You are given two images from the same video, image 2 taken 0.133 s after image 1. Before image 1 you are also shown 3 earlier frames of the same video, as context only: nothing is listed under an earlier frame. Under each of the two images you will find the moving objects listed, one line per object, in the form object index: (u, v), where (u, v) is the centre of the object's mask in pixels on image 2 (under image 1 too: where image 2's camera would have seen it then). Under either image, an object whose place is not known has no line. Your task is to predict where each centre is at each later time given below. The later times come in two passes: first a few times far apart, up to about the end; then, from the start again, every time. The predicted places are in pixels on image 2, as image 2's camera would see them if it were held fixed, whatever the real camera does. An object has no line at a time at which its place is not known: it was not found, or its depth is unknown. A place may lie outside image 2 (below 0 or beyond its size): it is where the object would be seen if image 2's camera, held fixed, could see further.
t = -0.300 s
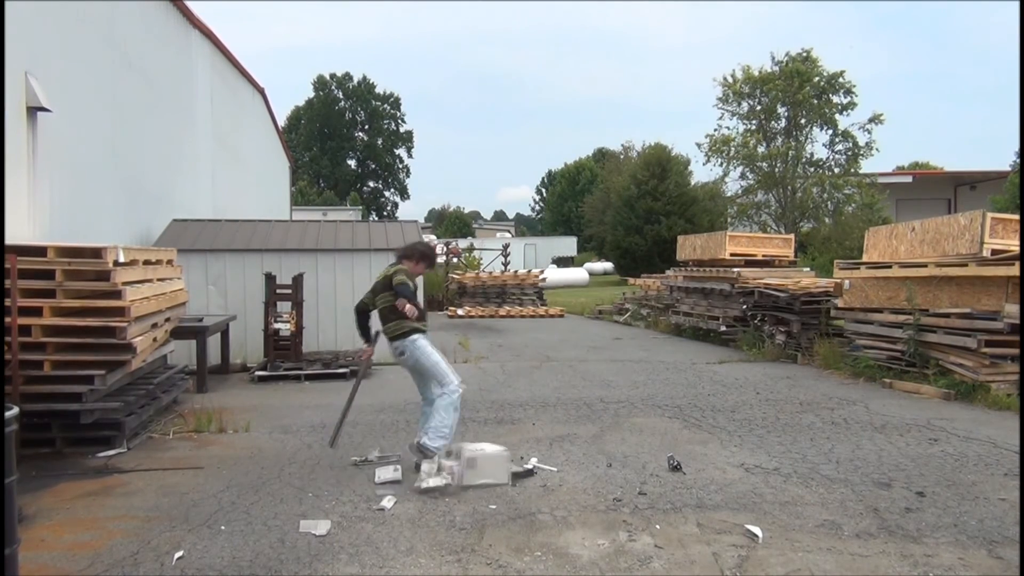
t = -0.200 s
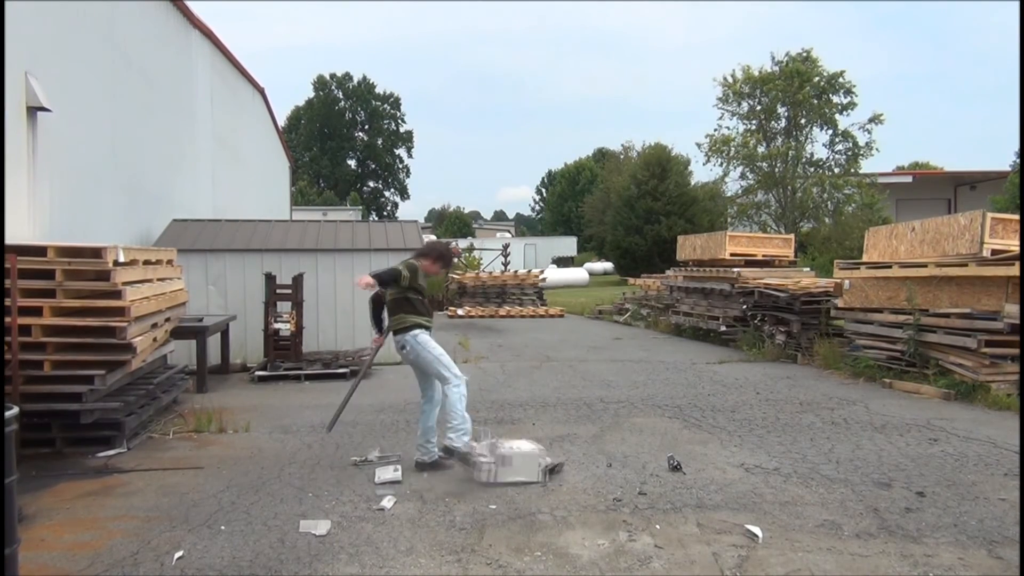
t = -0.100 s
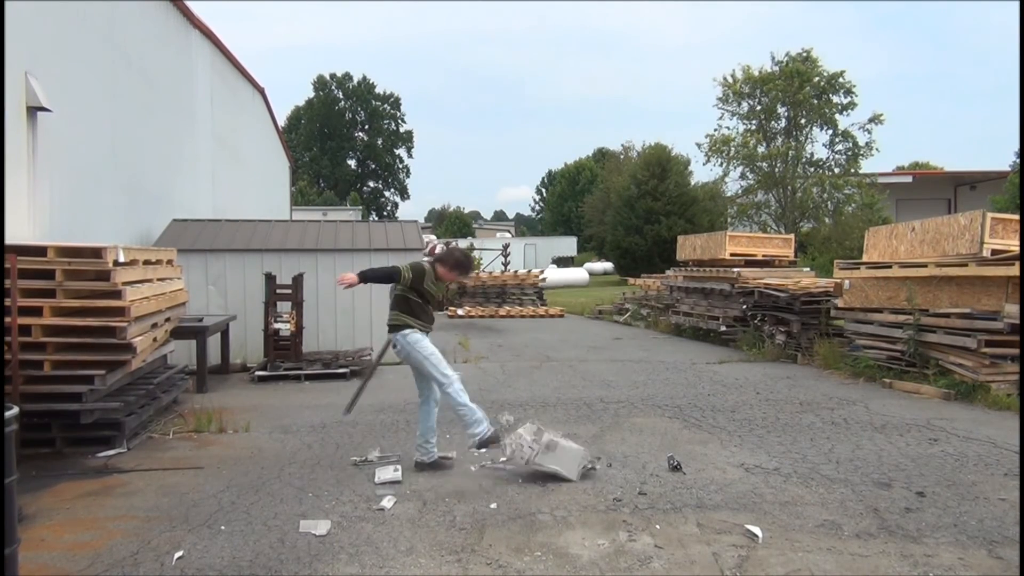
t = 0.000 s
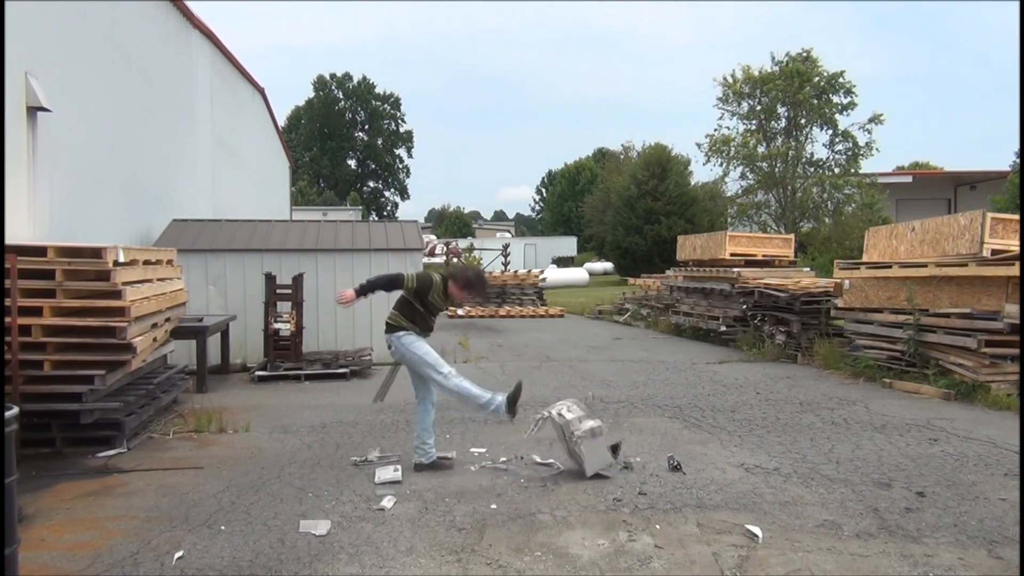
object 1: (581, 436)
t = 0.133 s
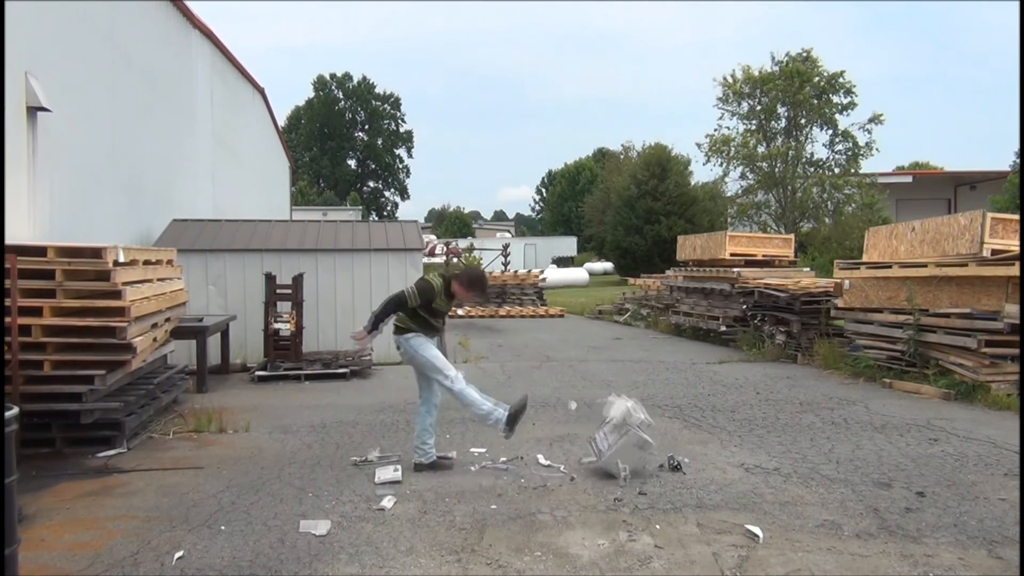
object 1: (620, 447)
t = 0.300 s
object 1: (662, 451)
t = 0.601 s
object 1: (710, 453)
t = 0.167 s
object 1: (628, 447)
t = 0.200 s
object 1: (637, 449)
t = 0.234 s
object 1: (643, 450)
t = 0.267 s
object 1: (657, 449)
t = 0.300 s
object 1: (662, 451)
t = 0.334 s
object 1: (672, 453)
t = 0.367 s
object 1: (680, 452)
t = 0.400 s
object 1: (686, 453)
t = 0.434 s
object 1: (688, 454)
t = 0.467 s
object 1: (692, 454)
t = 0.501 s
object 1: (701, 453)
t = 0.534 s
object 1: (706, 453)
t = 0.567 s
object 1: (709, 453)
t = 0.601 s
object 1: (710, 453)
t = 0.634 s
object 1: (712, 453)
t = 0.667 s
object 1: (713, 453)
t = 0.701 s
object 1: (713, 453)
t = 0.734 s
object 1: (713, 453)
